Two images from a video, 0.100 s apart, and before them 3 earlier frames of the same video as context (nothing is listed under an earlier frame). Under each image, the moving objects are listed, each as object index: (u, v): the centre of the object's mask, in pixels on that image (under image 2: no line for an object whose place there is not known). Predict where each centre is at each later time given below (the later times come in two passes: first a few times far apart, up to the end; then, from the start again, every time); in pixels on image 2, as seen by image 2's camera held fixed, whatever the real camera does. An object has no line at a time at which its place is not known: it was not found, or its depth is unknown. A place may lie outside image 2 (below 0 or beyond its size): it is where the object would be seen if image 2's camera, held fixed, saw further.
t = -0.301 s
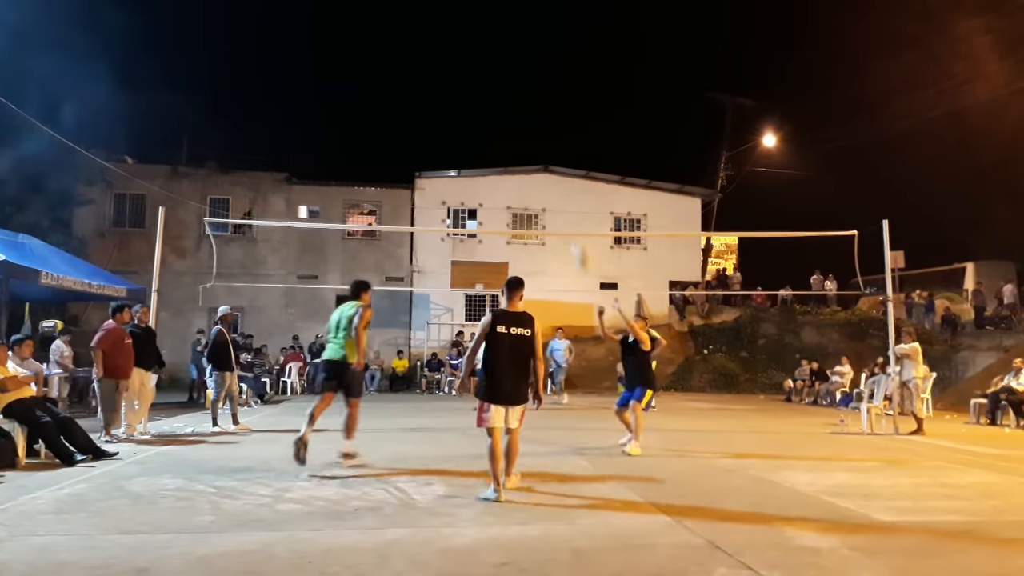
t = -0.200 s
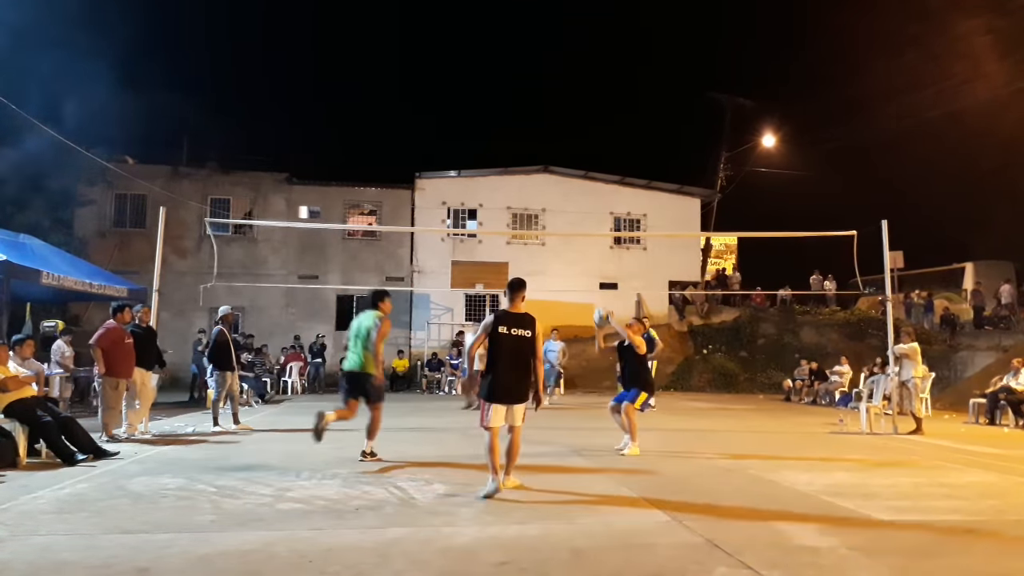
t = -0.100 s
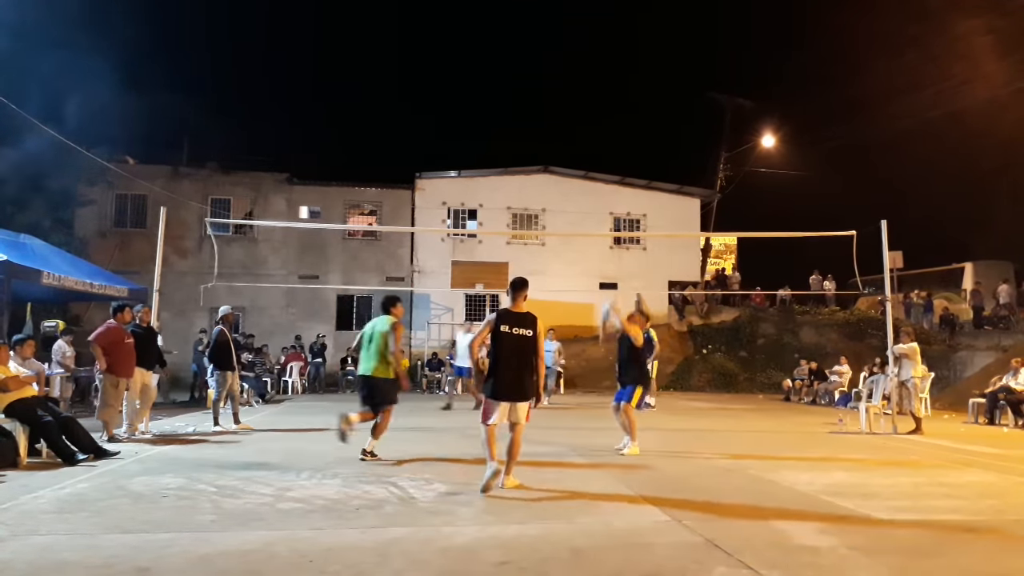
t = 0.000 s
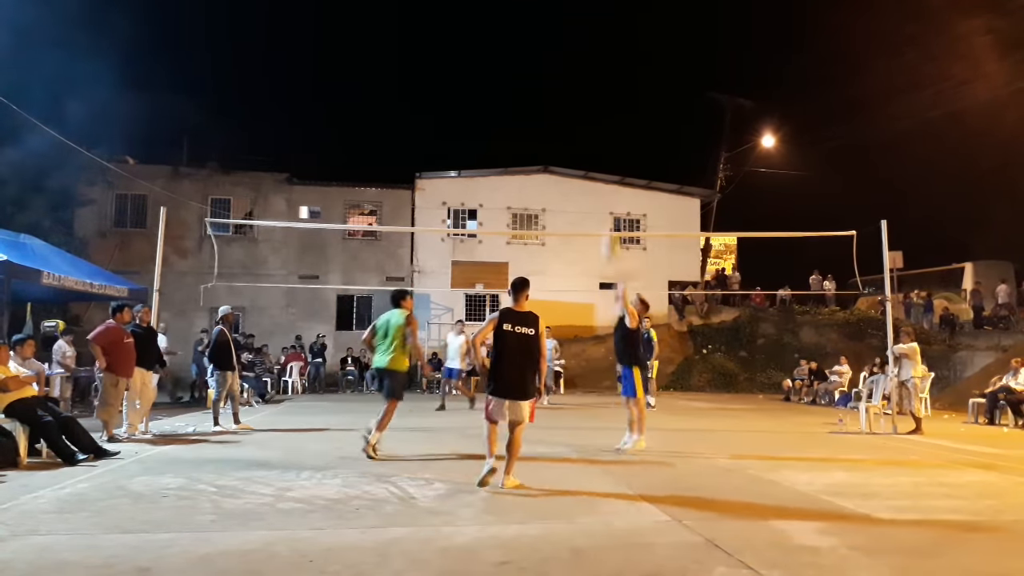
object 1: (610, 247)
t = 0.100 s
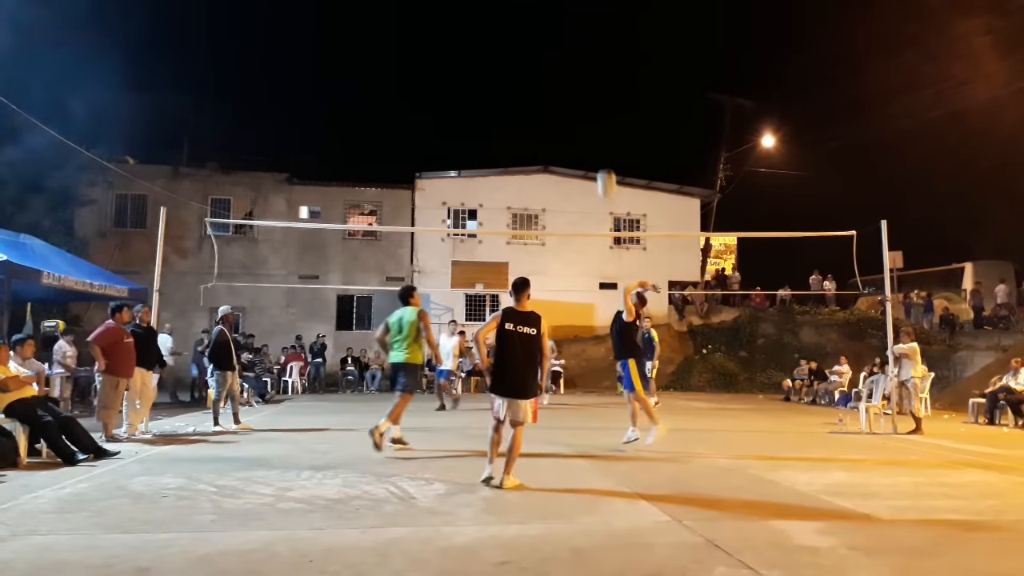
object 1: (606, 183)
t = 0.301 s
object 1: (598, 90)
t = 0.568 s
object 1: (587, 22)
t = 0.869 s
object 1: (577, 12)
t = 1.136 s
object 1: (568, 57)
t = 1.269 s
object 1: (563, 98)
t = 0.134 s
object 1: (605, 166)
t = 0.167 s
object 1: (604, 149)
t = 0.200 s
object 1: (602, 133)
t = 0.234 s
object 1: (601, 118)
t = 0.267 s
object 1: (599, 103)
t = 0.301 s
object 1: (598, 90)
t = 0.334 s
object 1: (597, 78)
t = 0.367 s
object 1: (595, 68)
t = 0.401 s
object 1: (594, 57)
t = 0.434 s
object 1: (593, 49)
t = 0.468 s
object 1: (591, 40)
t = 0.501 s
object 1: (590, 33)
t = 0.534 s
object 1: (589, 27)
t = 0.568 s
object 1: (587, 22)
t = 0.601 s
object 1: (586, 17)
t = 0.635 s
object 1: (585, 14)
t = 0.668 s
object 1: (584, 11)
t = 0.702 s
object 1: (583, 9)
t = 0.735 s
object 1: (582, 8)
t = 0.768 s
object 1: (580, 8)
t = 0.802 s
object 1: (579, 9)
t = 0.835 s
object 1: (578, 10)
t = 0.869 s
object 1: (577, 12)
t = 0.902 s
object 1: (576, 15)
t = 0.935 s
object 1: (575, 19)
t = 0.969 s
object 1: (574, 23)
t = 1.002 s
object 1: (573, 28)
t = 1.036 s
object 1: (571, 35)
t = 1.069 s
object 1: (570, 41)
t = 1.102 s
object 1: (569, 49)
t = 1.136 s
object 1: (568, 57)
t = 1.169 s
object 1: (567, 66)
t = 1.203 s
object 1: (565, 76)
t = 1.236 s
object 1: (565, 86)
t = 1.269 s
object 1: (563, 98)
